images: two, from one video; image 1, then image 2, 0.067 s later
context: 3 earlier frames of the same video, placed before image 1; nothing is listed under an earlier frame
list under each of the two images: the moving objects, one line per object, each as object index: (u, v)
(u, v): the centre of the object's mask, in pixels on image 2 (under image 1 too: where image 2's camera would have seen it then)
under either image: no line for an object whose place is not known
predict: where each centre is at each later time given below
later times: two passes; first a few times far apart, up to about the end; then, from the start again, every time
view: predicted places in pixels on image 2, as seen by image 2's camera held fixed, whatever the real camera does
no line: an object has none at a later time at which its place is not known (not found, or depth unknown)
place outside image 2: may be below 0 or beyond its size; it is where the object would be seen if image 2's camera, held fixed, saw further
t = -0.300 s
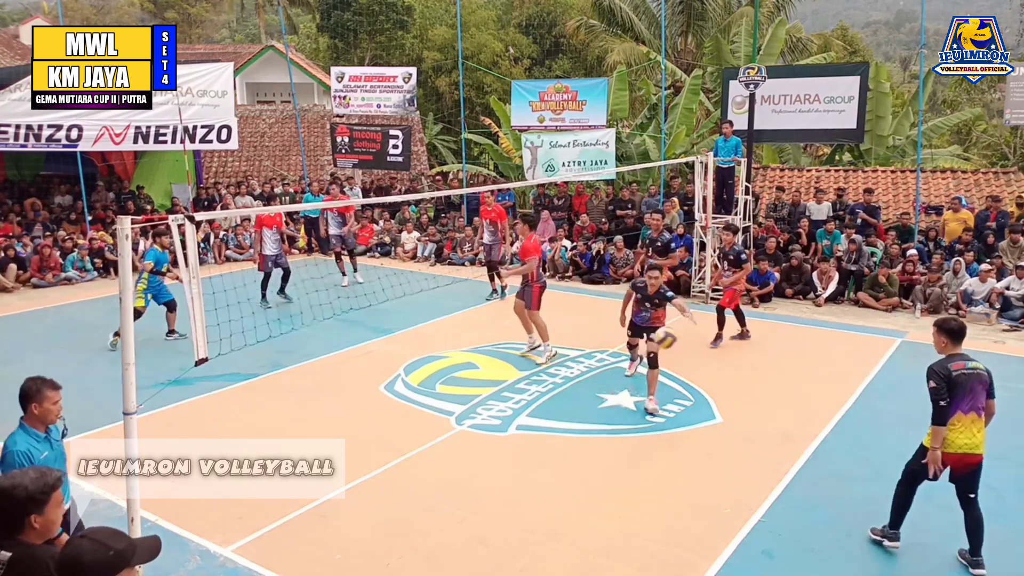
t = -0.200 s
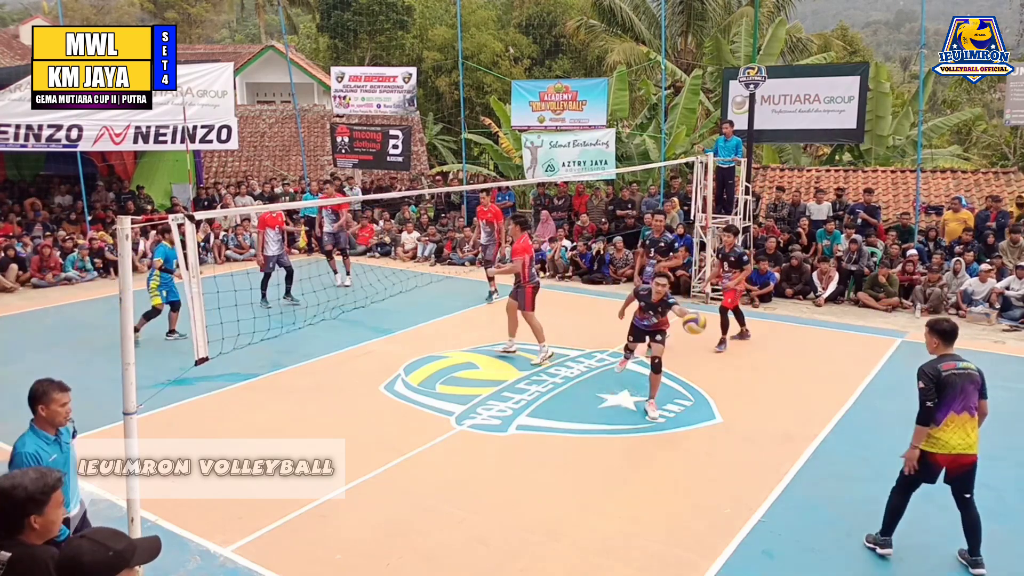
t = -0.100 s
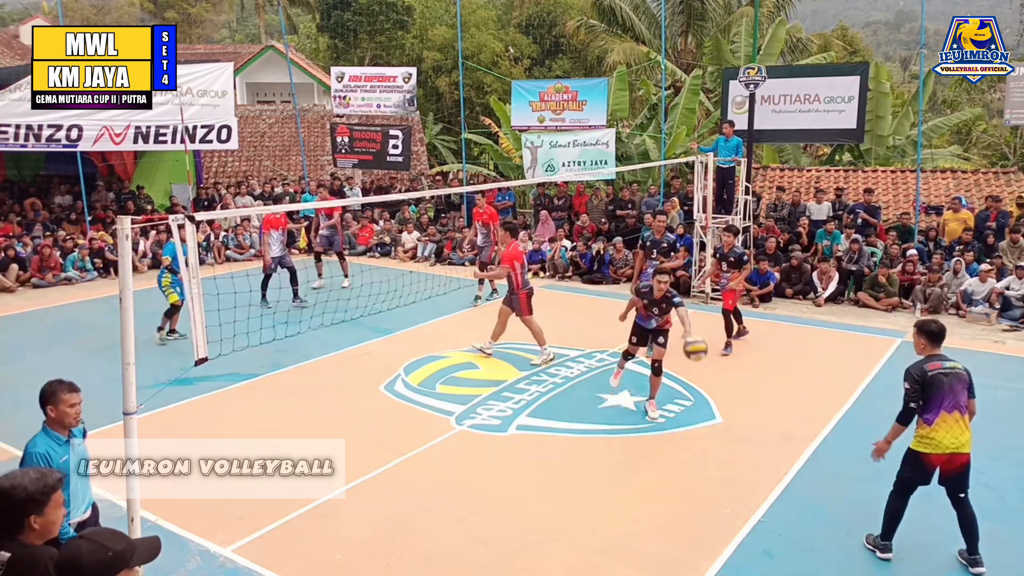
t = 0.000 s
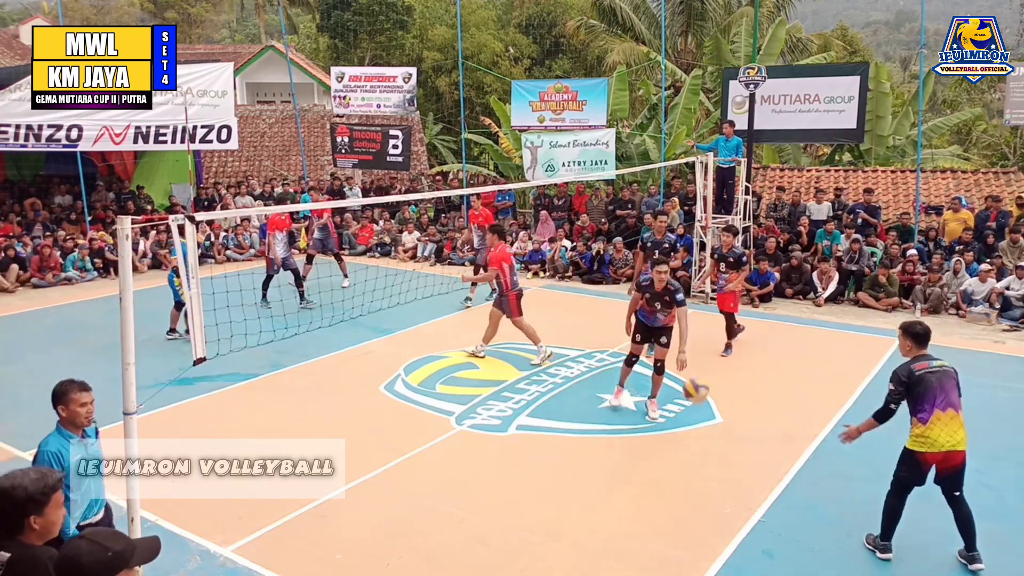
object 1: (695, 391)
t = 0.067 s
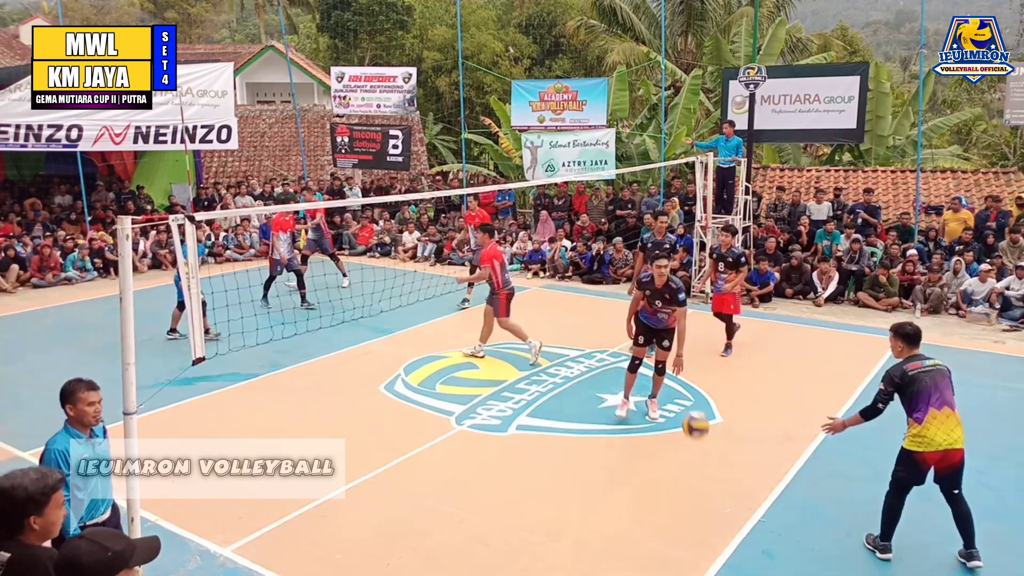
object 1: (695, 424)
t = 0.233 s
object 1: (700, 519)
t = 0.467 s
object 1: (742, 469)
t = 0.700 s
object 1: (790, 490)
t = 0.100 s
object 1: (695, 446)
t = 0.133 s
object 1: (695, 471)
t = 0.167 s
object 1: (694, 495)
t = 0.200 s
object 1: (694, 523)
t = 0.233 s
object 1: (700, 519)
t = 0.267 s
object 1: (705, 509)
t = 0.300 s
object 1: (711, 500)
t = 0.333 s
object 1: (717, 490)
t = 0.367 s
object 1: (723, 484)
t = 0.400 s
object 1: (730, 478)
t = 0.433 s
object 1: (735, 473)
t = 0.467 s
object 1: (742, 469)
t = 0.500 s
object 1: (749, 467)
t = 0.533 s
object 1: (755, 467)
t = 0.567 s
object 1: (763, 468)
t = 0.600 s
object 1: (769, 471)
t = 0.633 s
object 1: (776, 475)
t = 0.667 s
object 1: (784, 482)
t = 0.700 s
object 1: (790, 490)
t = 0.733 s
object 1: (797, 499)
